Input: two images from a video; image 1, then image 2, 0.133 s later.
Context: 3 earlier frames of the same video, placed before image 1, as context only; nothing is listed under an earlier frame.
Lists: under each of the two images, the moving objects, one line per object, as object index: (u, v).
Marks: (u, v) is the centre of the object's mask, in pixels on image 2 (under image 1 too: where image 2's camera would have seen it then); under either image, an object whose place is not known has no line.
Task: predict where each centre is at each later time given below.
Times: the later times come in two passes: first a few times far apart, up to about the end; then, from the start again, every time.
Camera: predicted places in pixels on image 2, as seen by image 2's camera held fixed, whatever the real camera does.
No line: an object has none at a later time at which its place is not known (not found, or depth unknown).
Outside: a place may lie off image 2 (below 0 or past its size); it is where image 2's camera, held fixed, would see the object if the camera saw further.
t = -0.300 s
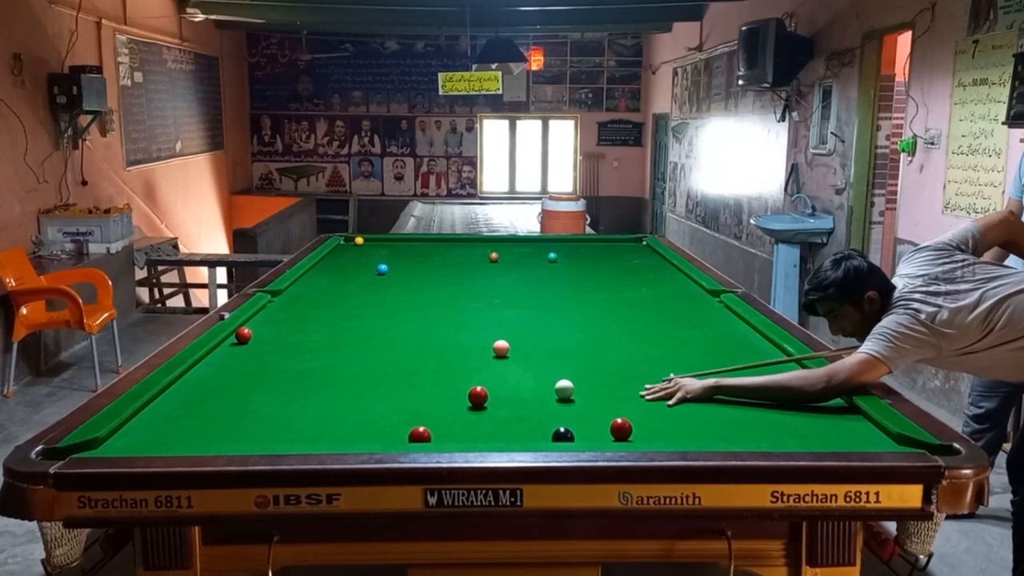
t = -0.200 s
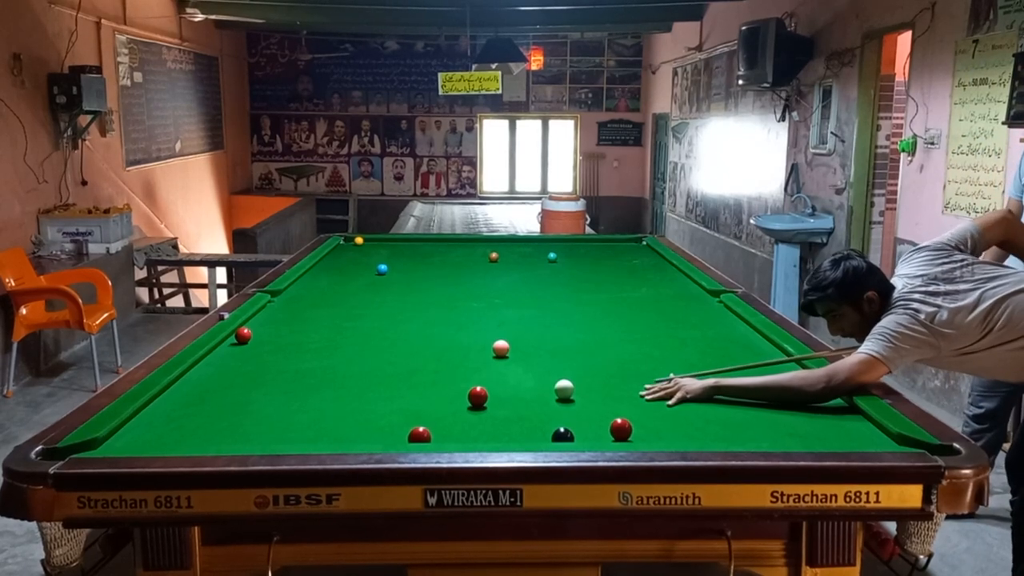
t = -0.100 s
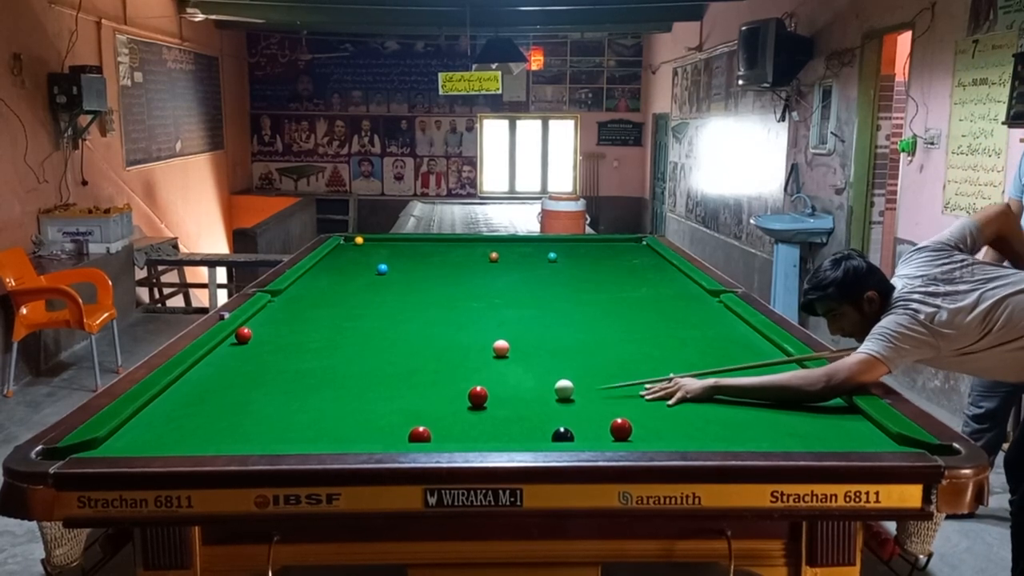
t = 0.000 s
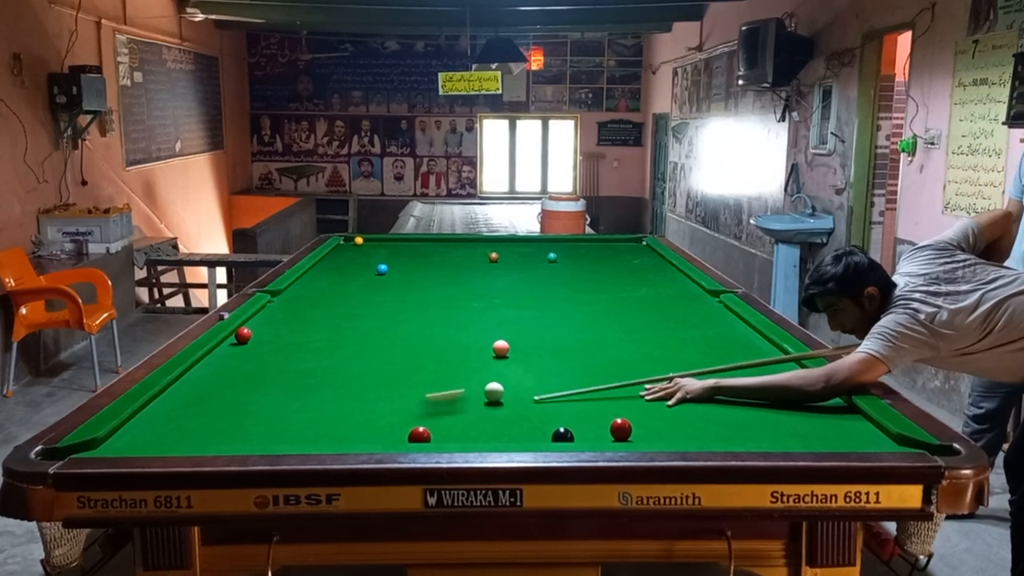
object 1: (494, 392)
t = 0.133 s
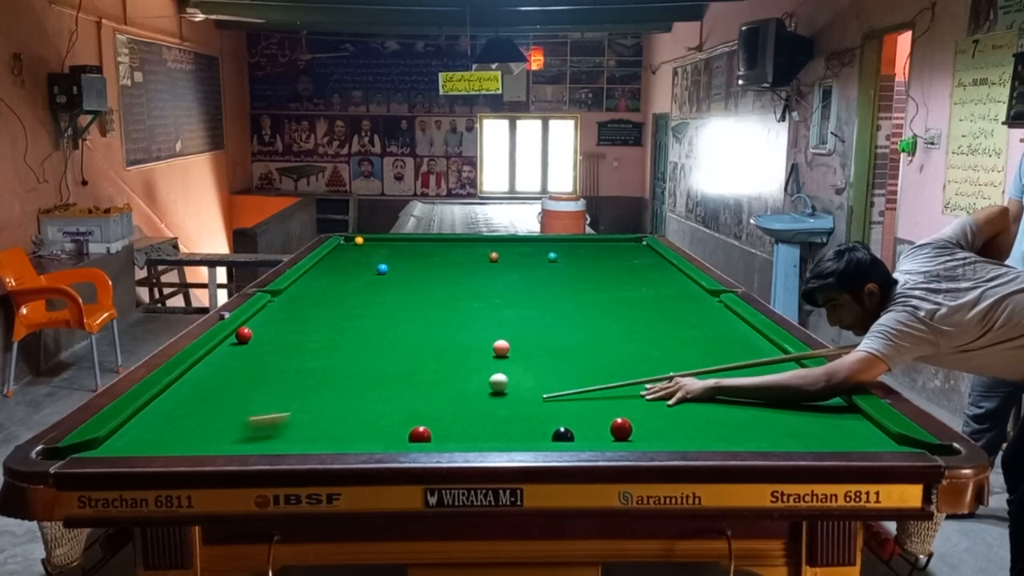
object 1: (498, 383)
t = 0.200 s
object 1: (507, 379)
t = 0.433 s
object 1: (539, 366)
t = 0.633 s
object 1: (562, 358)
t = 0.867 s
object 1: (586, 349)
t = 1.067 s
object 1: (604, 342)
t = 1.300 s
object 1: (623, 334)
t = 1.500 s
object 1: (637, 328)
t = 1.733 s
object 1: (653, 323)
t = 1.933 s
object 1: (664, 319)
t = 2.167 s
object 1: (676, 314)
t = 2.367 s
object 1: (685, 311)
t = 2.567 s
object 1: (693, 307)
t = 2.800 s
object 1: (701, 304)
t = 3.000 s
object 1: (708, 302)
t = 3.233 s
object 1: (712, 299)
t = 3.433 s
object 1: (707, 297)
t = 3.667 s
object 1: (702, 296)
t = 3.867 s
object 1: (698, 295)
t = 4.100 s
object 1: (695, 294)
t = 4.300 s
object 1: (693, 294)
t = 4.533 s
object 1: (692, 293)
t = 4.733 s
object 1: (692, 293)
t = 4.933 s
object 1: (692, 293)
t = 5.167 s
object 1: (692, 293)
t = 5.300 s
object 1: (692, 293)
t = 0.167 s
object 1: (502, 381)
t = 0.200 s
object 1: (507, 379)
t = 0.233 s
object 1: (512, 377)
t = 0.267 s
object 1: (517, 375)
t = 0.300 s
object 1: (521, 373)
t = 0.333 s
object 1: (525, 372)
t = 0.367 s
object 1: (530, 370)
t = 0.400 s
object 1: (534, 368)
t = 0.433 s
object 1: (539, 366)
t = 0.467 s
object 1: (543, 365)
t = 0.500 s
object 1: (547, 363)
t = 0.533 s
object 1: (550, 362)
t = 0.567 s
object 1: (554, 360)
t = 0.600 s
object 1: (558, 359)
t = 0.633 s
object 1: (562, 358)
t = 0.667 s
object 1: (566, 356)
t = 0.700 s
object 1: (569, 355)
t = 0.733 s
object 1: (572, 354)
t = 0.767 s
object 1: (576, 352)
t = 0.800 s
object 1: (579, 351)
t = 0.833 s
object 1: (583, 350)
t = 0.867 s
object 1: (586, 349)
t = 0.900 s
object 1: (589, 347)
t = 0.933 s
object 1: (592, 346)
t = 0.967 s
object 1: (595, 345)
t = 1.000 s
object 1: (598, 344)
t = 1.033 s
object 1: (601, 343)
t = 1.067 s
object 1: (604, 342)
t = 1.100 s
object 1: (607, 341)
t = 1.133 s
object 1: (610, 339)
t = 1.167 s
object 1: (612, 338)
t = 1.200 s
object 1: (615, 337)
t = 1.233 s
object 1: (618, 336)
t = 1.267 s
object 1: (620, 335)
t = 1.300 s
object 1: (623, 334)
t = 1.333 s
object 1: (625, 333)
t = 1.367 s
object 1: (628, 332)
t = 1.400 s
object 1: (630, 331)
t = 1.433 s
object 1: (633, 331)
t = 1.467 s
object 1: (635, 329)
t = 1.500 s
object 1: (637, 328)
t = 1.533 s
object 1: (640, 328)
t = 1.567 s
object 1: (642, 327)
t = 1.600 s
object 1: (644, 326)
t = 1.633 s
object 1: (646, 325)
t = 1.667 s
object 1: (648, 324)
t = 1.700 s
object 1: (650, 324)
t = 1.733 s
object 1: (653, 323)
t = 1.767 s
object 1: (655, 322)
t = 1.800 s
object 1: (657, 322)
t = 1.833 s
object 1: (658, 321)
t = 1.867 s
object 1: (660, 320)
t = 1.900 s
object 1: (662, 319)
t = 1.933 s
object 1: (664, 319)
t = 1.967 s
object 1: (666, 318)
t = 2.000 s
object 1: (668, 317)
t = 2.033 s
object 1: (669, 317)
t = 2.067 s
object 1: (671, 316)
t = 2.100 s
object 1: (673, 315)
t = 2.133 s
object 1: (674, 314)
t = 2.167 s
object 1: (676, 314)
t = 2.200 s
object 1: (677, 313)
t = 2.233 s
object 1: (679, 313)
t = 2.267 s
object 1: (680, 312)
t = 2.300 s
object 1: (682, 311)
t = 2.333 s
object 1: (683, 311)
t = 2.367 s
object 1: (685, 311)
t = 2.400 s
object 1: (686, 310)
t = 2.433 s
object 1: (688, 309)
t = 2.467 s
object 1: (689, 309)
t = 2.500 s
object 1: (690, 308)
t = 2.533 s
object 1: (692, 308)
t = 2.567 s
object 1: (693, 307)
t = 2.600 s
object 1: (694, 307)
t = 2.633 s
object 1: (695, 306)
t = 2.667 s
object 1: (697, 306)
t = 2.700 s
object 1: (698, 305)
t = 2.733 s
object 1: (699, 305)
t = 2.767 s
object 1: (700, 304)
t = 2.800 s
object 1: (701, 304)
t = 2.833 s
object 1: (703, 303)
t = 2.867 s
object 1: (704, 303)
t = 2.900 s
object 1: (705, 302)
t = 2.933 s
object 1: (706, 302)
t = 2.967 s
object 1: (707, 302)
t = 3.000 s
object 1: (708, 302)
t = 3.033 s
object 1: (709, 301)
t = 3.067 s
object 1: (710, 301)
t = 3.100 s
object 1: (711, 300)
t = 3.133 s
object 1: (713, 300)
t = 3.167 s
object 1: (713, 300)
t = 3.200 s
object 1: (713, 299)
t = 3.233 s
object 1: (712, 299)
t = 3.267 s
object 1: (711, 298)
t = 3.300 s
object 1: (710, 298)
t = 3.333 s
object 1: (710, 298)
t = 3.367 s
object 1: (709, 298)
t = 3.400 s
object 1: (708, 298)
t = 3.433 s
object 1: (707, 297)
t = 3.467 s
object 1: (706, 297)
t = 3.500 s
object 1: (705, 297)
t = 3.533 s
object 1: (705, 297)
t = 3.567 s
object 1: (704, 297)
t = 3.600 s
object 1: (703, 297)
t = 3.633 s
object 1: (703, 296)
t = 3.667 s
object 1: (702, 296)
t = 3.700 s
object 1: (701, 296)
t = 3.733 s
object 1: (701, 296)
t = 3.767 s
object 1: (700, 296)
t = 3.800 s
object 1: (699, 295)
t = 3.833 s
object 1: (699, 295)
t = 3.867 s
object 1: (698, 295)
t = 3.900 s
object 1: (698, 295)
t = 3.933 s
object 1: (697, 295)
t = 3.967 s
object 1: (697, 295)
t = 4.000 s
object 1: (696, 295)
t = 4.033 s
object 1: (696, 294)
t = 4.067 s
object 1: (695, 294)
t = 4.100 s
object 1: (695, 294)
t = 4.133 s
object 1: (695, 294)
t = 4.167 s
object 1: (695, 294)
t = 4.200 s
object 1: (694, 294)
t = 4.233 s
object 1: (694, 294)
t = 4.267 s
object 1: (693, 294)
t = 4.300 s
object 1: (693, 294)
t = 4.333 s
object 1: (693, 294)
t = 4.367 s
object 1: (693, 294)
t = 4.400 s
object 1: (692, 294)
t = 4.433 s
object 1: (692, 293)
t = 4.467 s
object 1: (692, 293)
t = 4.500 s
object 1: (692, 293)
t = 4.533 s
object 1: (692, 293)
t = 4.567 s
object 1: (692, 293)
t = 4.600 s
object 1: (692, 293)
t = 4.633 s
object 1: (692, 293)
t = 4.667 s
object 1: (692, 293)
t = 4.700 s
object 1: (692, 293)
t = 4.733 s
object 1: (692, 293)
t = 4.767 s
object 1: (692, 293)
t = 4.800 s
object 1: (692, 293)
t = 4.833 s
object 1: (692, 293)
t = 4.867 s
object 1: (692, 293)
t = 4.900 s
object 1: (692, 293)
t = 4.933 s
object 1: (692, 293)
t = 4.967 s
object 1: (692, 293)
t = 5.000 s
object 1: (692, 293)
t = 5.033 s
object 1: (692, 293)
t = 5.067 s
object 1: (692, 293)
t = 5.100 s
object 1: (692, 293)
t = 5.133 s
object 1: (692, 293)
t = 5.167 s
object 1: (692, 293)
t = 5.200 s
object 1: (692, 293)
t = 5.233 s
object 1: (692, 293)
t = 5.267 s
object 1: (692, 293)
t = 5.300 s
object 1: (692, 293)
